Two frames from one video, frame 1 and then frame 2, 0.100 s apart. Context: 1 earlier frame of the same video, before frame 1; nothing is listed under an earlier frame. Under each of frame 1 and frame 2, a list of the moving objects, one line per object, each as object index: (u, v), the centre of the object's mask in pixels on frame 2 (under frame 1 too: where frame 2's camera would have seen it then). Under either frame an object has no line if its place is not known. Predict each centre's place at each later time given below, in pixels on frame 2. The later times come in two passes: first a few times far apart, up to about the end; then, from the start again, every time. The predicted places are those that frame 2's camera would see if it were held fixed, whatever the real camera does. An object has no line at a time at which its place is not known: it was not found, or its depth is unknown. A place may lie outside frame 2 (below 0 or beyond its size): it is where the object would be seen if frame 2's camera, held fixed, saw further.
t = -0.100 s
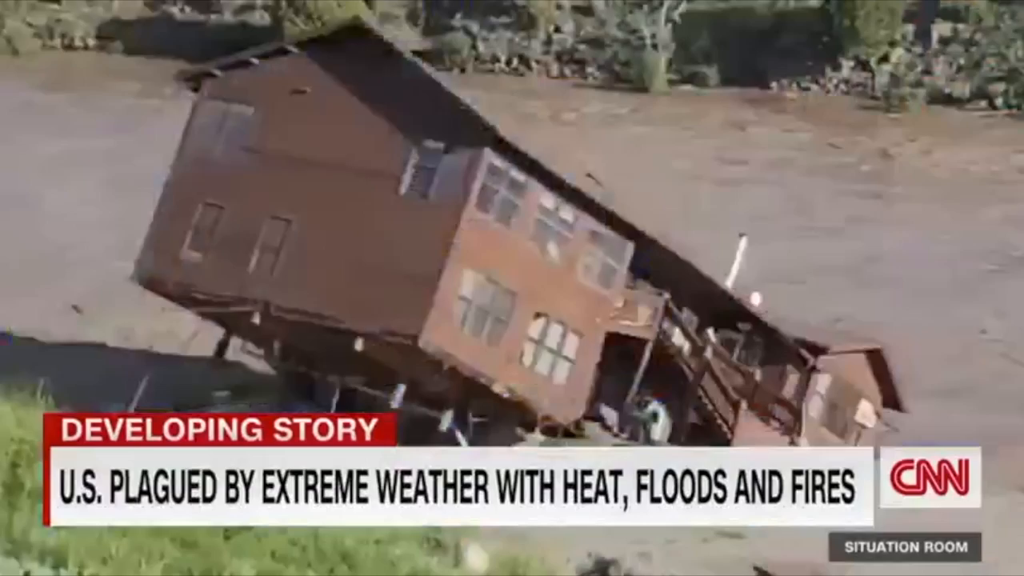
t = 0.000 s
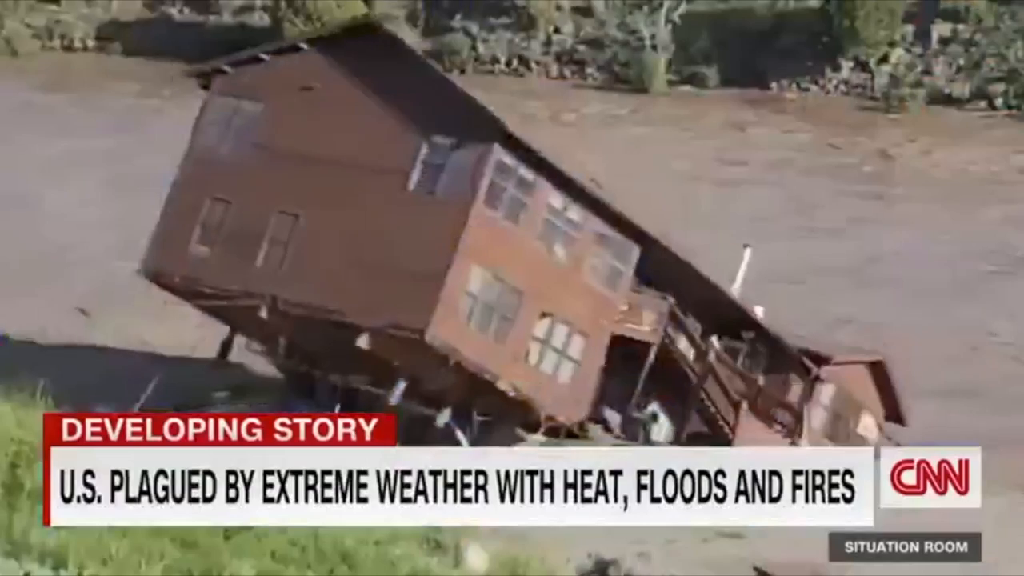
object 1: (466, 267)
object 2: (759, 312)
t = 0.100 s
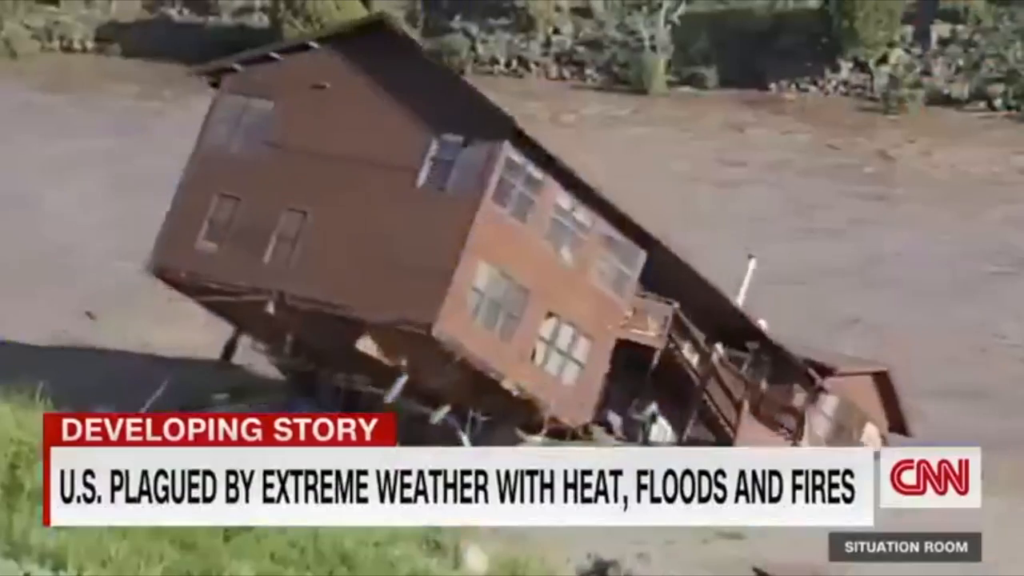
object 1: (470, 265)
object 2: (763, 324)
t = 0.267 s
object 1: (473, 267)
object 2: (770, 339)
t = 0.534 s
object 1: (480, 278)
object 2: (786, 355)
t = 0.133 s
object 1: (471, 265)
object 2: (764, 328)
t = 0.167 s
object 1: (472, 265)
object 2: (766, 331)
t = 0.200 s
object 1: (472, 266)
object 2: (767, 335)
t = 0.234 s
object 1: (473, 266)
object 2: (769, 338)
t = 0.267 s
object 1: (473, 267)
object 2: (770, 339)
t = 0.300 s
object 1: (475, 268)
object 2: (772, 342)
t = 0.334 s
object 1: (475, 270)
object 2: (773, 343)
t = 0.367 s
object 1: (477, 270)
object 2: (774, 346)
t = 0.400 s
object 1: (477, 272)
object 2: (777, 348)
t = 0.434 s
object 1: (478, 273)
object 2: (780, 351)
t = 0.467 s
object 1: (479, 275)
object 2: (782, 352)
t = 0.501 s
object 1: (480, 276)
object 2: (784, 354)
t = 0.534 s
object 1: (480, 278)
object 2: (786, 355)
